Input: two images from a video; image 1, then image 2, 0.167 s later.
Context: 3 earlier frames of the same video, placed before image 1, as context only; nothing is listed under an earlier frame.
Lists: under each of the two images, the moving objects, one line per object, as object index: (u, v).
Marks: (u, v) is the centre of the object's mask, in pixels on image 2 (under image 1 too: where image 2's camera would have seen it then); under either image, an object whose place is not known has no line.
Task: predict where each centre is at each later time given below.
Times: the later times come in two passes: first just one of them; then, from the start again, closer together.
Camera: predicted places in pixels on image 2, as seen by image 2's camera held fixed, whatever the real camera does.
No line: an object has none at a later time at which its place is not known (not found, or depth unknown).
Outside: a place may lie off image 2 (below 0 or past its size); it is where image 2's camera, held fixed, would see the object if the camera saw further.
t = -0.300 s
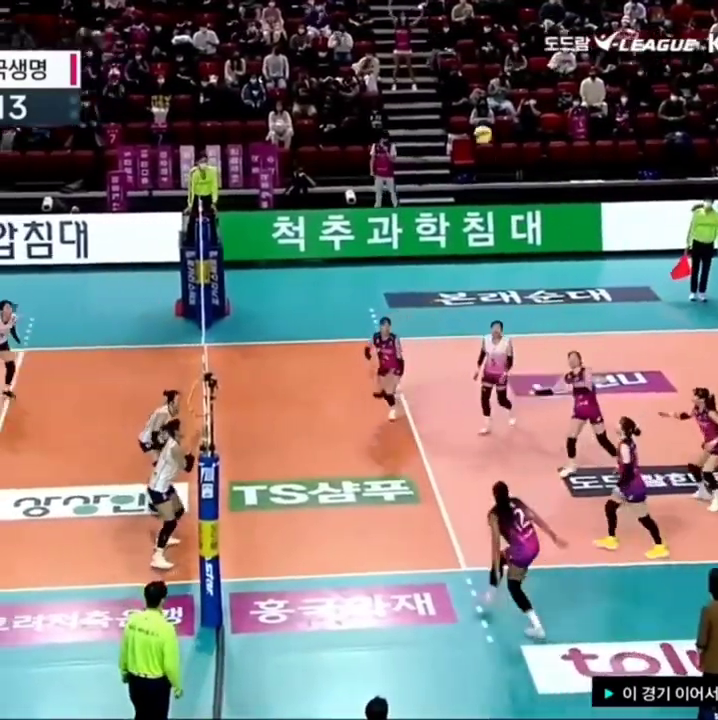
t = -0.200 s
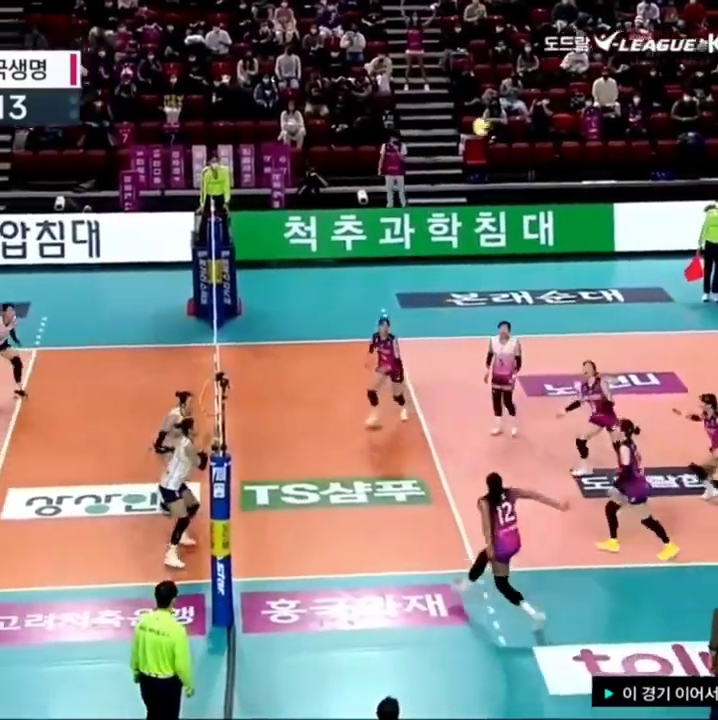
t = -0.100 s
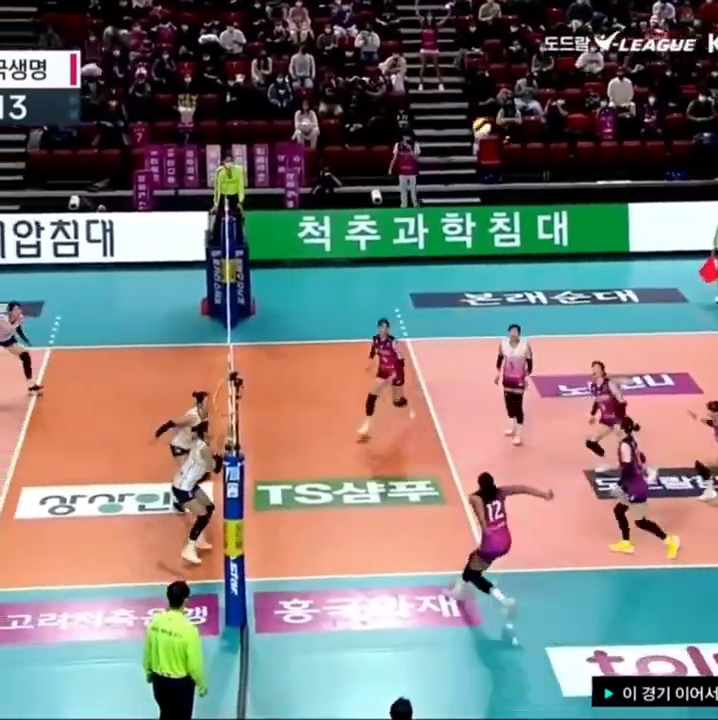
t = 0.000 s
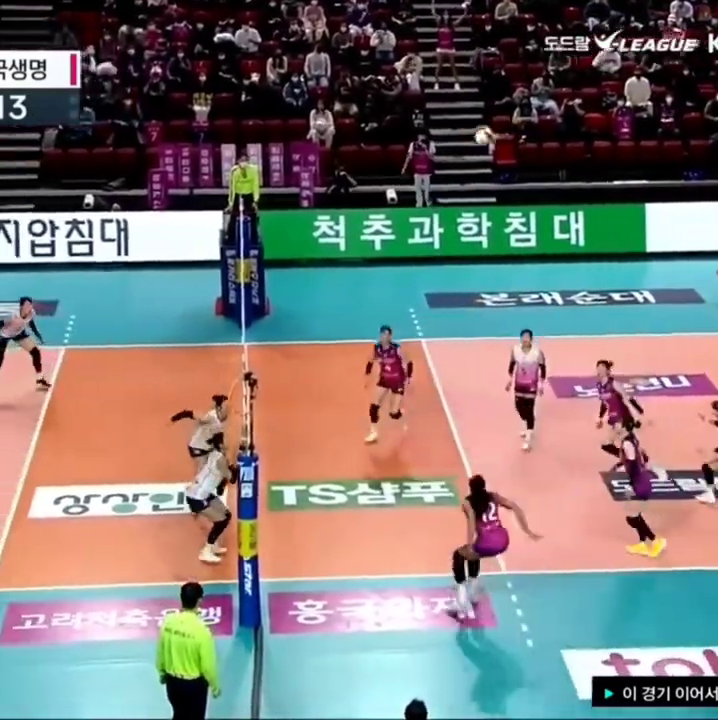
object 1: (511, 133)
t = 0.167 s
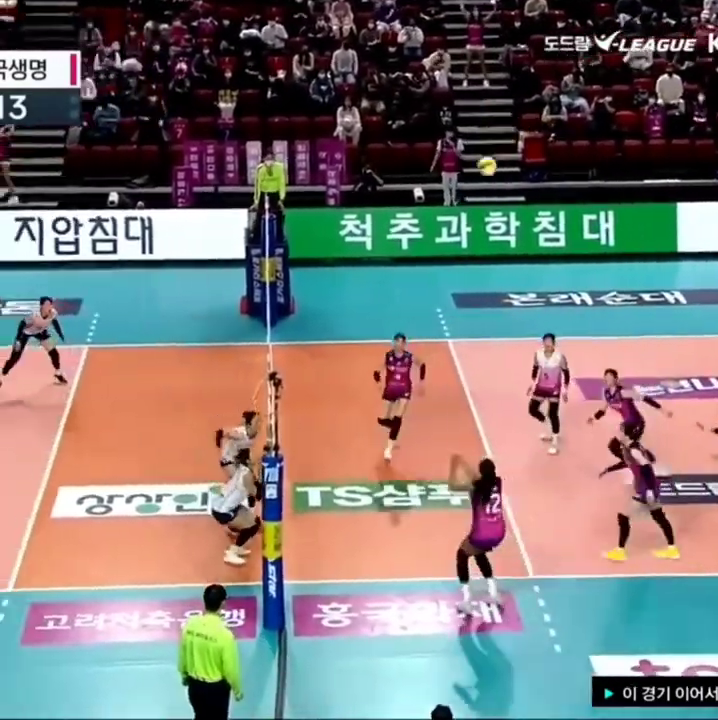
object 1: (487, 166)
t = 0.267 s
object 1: (472, 198)
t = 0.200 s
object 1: (482, 175)
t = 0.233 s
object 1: (477, 186)
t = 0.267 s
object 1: (472, 198)
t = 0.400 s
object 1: (453, 253)
